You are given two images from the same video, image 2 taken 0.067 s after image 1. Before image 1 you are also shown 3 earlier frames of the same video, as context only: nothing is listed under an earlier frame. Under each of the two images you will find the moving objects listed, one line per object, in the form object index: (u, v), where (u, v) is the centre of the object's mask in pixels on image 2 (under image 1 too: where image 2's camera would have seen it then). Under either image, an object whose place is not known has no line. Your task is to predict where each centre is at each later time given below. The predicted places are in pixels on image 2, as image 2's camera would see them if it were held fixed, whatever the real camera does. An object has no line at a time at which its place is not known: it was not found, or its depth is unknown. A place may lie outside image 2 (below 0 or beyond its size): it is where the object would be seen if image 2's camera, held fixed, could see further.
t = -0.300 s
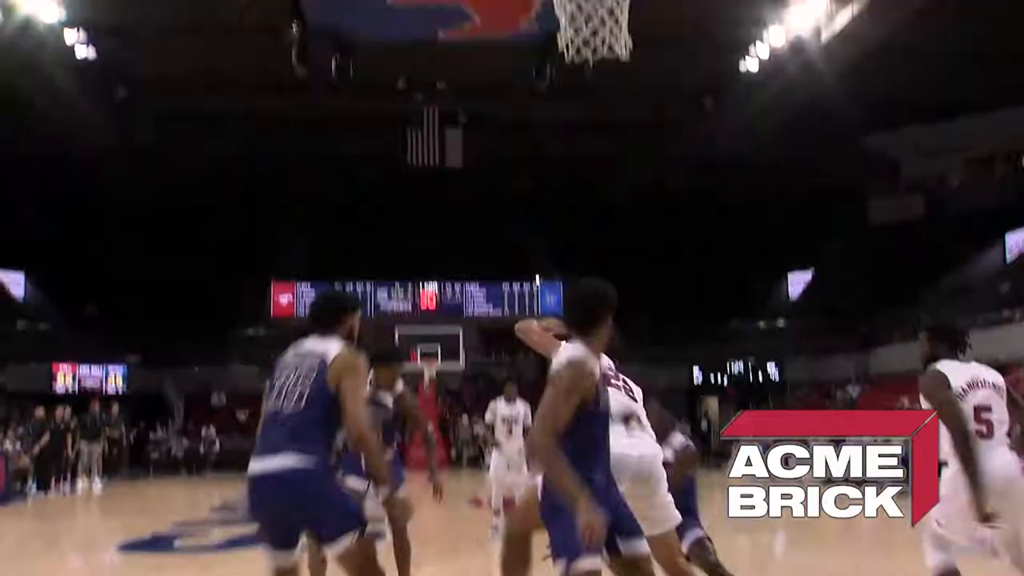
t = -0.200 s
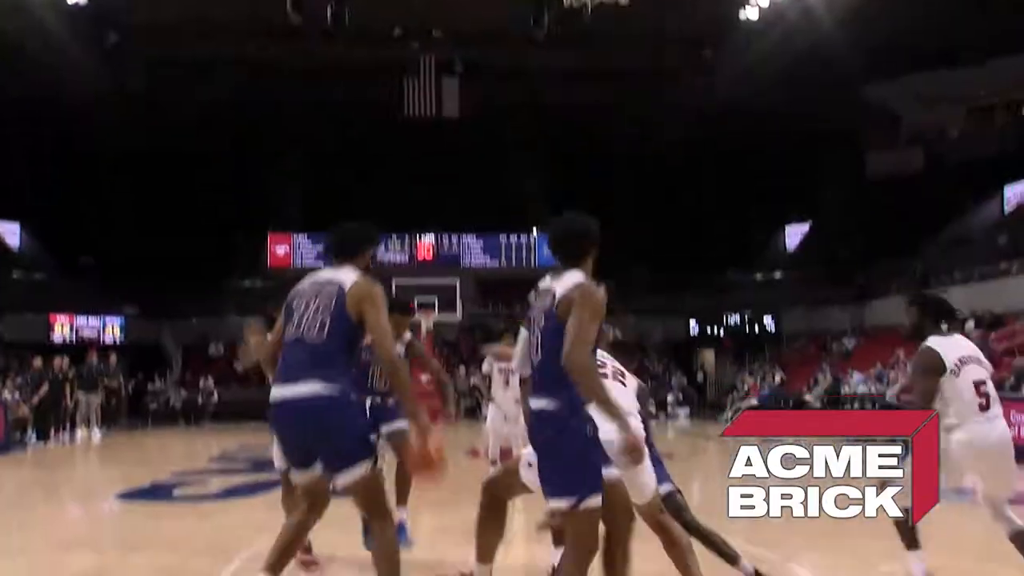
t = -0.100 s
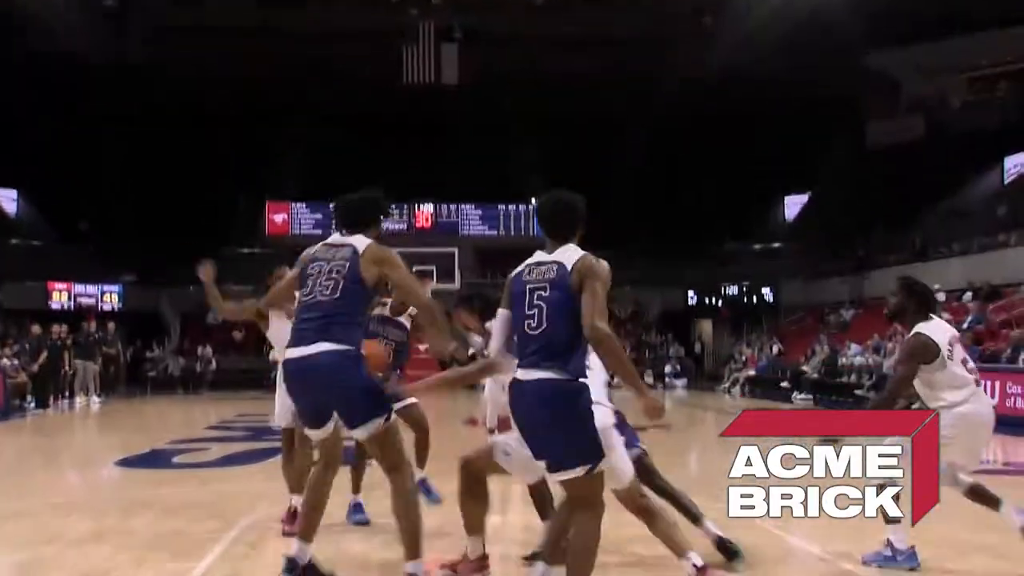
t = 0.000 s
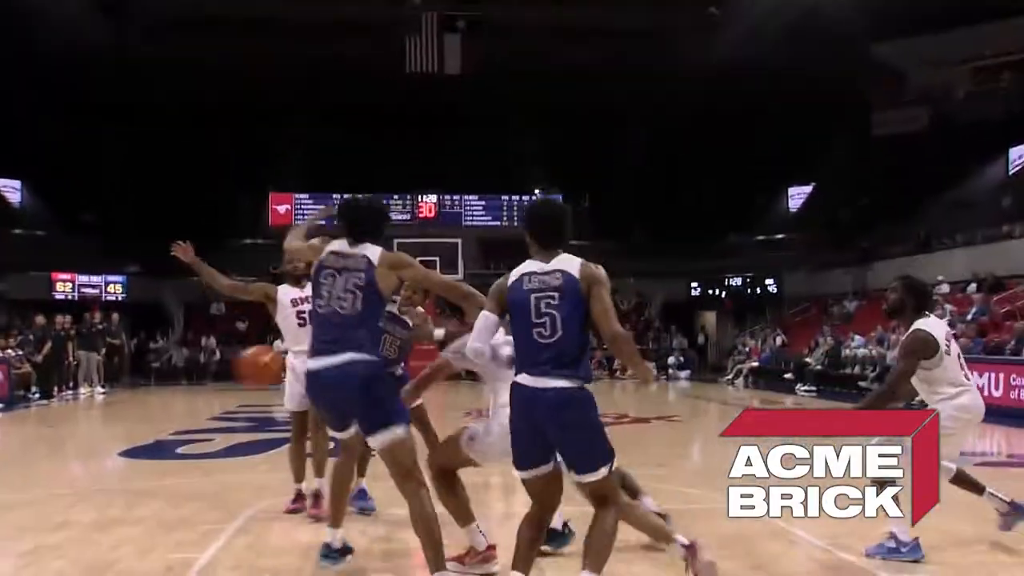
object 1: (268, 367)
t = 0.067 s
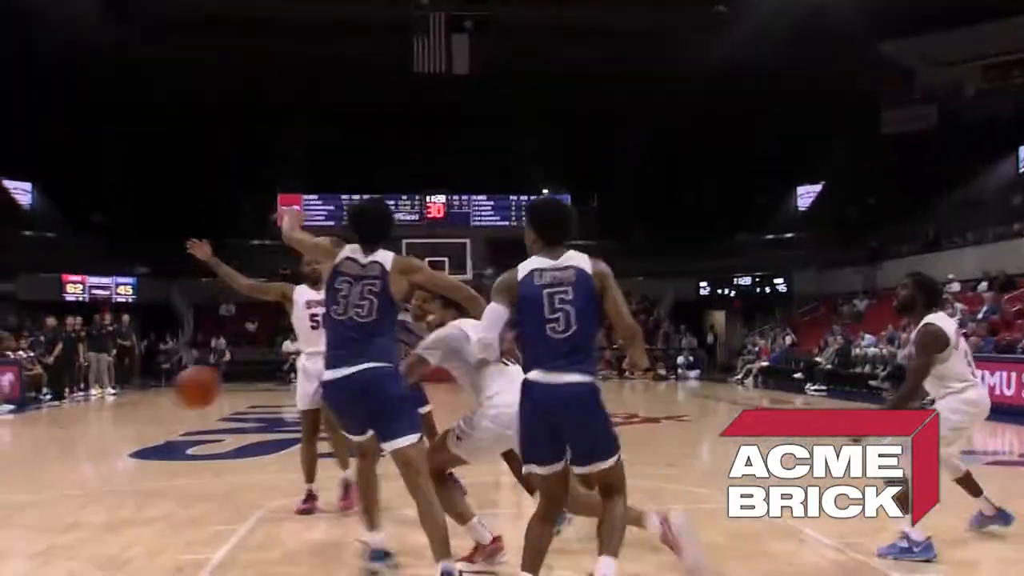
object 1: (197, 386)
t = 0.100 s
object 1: (160, 400)
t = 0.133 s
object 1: (121, 416)
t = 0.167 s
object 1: (83, 435)
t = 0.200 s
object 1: (44, 453)
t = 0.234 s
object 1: (2, 476)
